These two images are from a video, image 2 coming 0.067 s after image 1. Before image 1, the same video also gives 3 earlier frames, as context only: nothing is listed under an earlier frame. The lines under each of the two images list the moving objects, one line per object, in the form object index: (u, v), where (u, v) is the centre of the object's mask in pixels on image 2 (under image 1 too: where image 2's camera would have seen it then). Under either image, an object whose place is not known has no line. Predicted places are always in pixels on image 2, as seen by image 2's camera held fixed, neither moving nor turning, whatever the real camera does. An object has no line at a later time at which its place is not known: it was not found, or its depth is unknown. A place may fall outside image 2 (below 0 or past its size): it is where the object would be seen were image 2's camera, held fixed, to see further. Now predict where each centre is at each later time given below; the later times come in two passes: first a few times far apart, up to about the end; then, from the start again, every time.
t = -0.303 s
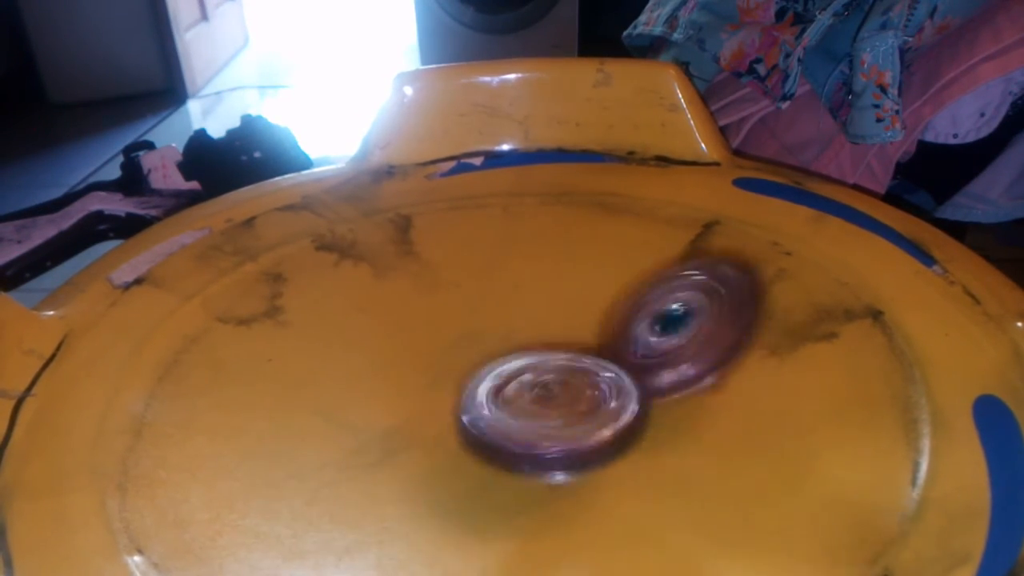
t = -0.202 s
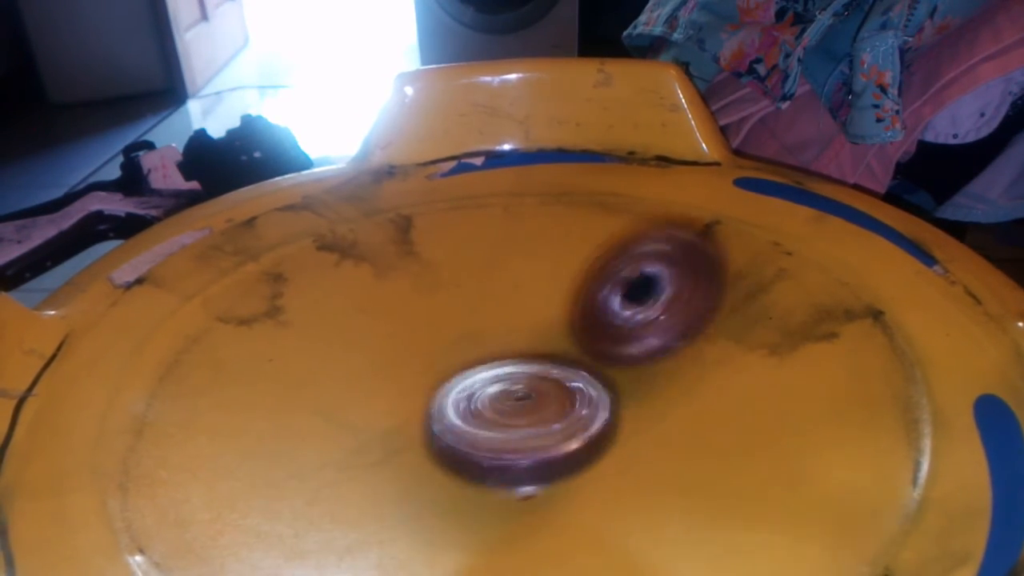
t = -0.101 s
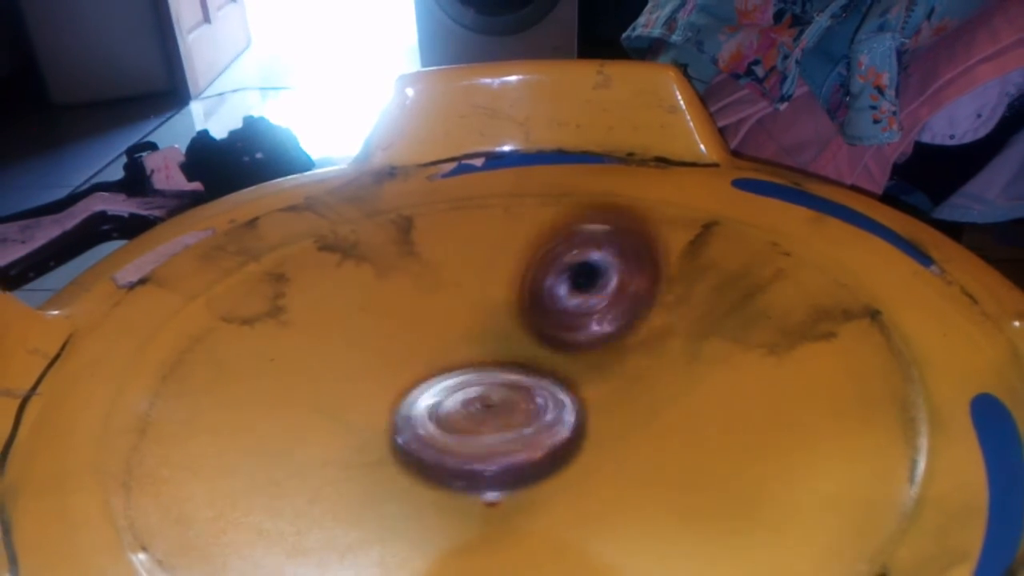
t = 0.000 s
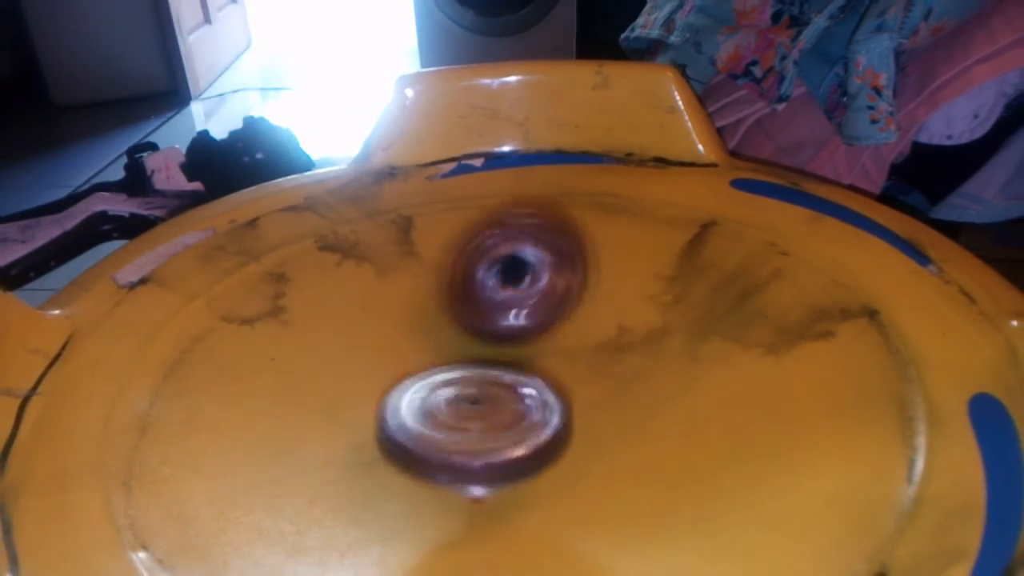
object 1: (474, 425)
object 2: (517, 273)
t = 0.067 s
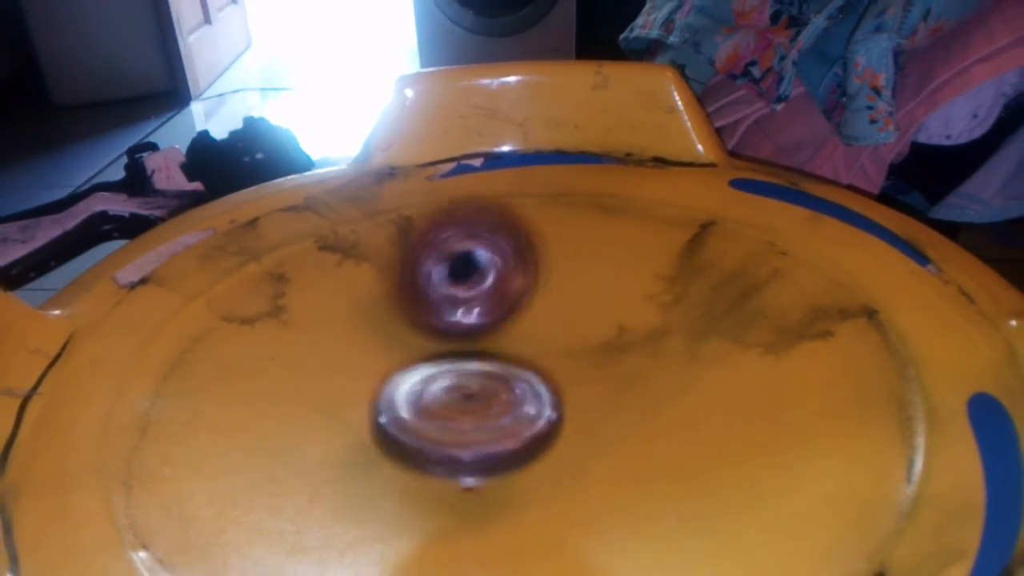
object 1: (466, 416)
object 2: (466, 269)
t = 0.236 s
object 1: (436, 384)
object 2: (367, 270)
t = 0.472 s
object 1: (469, 374)
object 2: (325, 300)
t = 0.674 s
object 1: (555, 330)
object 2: (388, 377)
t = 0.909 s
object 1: (524, 281)
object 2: (598, 432)
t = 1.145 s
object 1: (476, 337)
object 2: (706, 392)
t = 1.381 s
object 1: (491, 385)
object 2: (685, 332)
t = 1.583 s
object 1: (475, 412)
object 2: (547, 304)
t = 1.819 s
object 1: (500, 376)
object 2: (376, 288)
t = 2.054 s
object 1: (535, 337)
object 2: (340, 313)
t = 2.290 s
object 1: (581, 299)
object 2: (456, 374)
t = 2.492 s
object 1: (533, 277)
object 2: (612, 391)
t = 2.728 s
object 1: (481, 339)
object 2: (643, 344)
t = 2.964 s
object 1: (477, 409)
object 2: (577, 309)
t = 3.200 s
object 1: (555, 409)
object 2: (455, 319)
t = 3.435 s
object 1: (647, 367)
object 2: (358, 332)
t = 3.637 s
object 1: (613, 322)
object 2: (440, 357)
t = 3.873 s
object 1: (582, 270)
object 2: (432, 355)
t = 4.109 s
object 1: (512, 283)
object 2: (435, 372)
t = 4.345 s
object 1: (526, 292)
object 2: (478, 405)
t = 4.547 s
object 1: (547, 270)
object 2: (520, 416)
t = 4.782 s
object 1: (521, 277)
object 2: (486, 398)
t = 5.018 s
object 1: (522, 318)
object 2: (480, 427)
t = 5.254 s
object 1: (580, 289)
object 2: (465, 468)
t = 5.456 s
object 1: (572, 293)
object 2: (469, 434)
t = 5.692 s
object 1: (543, 317)
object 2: (428, 386)
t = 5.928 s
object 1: (550, 305)
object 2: (405, 386)
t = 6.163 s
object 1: (547, 308)
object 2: (470, 393)
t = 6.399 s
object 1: (597, 338)
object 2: (485, 382)
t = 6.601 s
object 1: (652, 359)
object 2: (465, 414)
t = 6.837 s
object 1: (634, 352)
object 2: (487, 404)
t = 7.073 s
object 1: (612, 361)
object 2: (498, 369)
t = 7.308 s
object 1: (615, 363)
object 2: (511, 351)
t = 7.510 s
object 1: (615, 366)
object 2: (505, 353)
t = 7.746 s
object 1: (615, 367)
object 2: (507, 352)
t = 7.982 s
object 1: (615, 366)
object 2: (507, 353)
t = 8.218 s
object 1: (614, 367)
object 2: (507, 352)
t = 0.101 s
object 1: (463, 411)
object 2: (441, 268)
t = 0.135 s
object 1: (456, 404)
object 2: (420, 267)
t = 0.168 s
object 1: (450, 397)
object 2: (401, 269)
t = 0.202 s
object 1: (443, 390)
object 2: (383, 270)
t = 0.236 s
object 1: (436, 384)
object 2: (367, 270)
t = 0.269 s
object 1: (429, 380)
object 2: (354, 271)
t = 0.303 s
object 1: (424, 374)
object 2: (344, 274)
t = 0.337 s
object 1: (422, 370)
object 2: (336, 277)
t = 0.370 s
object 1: (427, 371)
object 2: (330, 281)
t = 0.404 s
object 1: (434, 371)
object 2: (323, 287)
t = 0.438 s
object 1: (450, 373)
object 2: (323, 293)
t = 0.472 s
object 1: (469, 374)
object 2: (325, 300)
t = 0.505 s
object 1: (488, 371)
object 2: (328, 309)
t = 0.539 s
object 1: (507, 365)
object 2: (332, 324)
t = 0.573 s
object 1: (523, 358)
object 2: (340, 335)
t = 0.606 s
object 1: (536, 348)
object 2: (351, 349)
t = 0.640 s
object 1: (547, 340)
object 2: (367, 363)
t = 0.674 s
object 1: (555, 330)
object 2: (388, 377)
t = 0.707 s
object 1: (559, 321)
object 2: (410, 389)
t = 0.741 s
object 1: (560, 312)
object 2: (440, 402)
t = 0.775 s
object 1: (559, 304)
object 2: (472, 414)
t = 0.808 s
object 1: (554, 295)
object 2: (502, 421)
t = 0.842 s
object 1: (546, 289)
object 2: (533, 426)
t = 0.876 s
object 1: (535, 284)
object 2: (566, 430)
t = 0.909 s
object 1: (524, 281)
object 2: (598, 432)
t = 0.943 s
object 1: (510, 282)
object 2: (626, 431)
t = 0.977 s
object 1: (498, 286)
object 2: (651, 428)
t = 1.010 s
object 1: (485, 292)
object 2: (670, 423)
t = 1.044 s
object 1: (478, 302)
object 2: (686, 416)
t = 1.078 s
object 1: (473, 314)
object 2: (695, 411)
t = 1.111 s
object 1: (472, 326)
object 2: (703, 402)
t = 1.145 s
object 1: (476, 337)
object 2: (706, 392)
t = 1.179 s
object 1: (485, 348)
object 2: (704, 383)
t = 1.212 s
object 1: (497, 357)
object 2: (700, 373)
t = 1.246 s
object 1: (511, 365)
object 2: (693, 364)
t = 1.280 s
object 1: (523, 370)
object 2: (687, 356)
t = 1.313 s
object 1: (514, 374)
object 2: (693, 344)
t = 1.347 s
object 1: (501, 380)
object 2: (694, 337)
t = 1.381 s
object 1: (491, 385)
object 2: (685, 332)
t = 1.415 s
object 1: (482, 391)
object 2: (671, 330)
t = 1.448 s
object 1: (474, 398)
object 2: (653, 326)
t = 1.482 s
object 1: (469, 403)
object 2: (631, 322)
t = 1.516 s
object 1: (469, 407)
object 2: (606, 318)
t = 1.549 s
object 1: (471, 410)
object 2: (578, 311)
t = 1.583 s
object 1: (475, 412)
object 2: (547, 304)
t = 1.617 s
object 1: (480, 411)
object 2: (519, 299)
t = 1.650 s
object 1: (487, 409)
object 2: (487, 298)
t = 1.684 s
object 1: (491, 402)
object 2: (456, 292)
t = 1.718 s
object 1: (496, 397)
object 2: (432, 291)
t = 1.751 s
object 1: (498, 391)
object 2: (409, 288)
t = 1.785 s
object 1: (498, 384)
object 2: (390, 287)
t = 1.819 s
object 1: (500, 376)
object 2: (376, 288)
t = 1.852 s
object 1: (498, 369)
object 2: (367, 289)
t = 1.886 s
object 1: (494, 358)
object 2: (360, 290)
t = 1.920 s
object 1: (492, 352)
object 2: (355, 292)
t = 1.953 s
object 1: (493, 346)
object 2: (348, 297)
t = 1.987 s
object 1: (504, 343)
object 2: (343, 299)
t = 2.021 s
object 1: (521, 341)
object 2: (338, 303)
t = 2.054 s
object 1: (535, 337)
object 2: (340, 313)
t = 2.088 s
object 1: (549, 334)
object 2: (345, 324)
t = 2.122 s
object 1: (563, 328)
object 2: (354, 332)
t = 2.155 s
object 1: (572, 322)
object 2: (369, 342)
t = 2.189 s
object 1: (581, 316)
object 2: (386, 352)
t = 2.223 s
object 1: (584, 310)
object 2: (407, 360)
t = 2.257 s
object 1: (583, 304)
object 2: (429, 368)
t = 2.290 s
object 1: (581, 299)
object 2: (456, 374)
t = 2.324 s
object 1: (578, 295)
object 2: (484, 385)
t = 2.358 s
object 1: (573, 288)
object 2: (513, 392)
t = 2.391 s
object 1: (565, 282)
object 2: (538, 395)
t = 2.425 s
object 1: (555, 278)
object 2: (566, 396)
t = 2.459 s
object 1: (544, 276)
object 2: (589, 397)
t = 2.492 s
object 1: (533, 277)
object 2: (612, 391)
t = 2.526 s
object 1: (519, 282)
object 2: (627, 387)
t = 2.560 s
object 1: (509, 288)
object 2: (637, 382)
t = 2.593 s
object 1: (501, 296)
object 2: (643, 375)
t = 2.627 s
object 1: (492, 306)
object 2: (646, 366)
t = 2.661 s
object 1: (487, 317)
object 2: (647, 358)
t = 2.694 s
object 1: (483, 326)
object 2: (647, 350)
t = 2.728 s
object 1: (481, 339)
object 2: (643, 344)
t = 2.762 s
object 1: (481, 349)
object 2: (641, 337)
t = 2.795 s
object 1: (478, 360)
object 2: (637, 330)
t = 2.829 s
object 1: (475, 370)
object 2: (630, 325)
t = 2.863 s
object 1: (473, 379)
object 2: (620, 318)
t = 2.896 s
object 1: (472, 390)
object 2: (608, 315)
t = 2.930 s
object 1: (474, 400)
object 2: (593, 311)
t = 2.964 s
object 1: (477, 409)
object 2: (577, 309)
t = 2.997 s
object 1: (485, 418)
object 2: (560, 307)
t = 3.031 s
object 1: (494, 425)
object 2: (542, 305)
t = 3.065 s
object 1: (509, 429)
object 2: (525, 306)
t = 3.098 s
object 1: (524, 429)
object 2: (506, 308)
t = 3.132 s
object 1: (539, 424)
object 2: (485, 312)
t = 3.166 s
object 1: (549, 418)
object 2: (469, 316)
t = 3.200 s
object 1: (555, 409)
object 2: (455, 319)
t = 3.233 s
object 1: (559, 397)
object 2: (444, 324)
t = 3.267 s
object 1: (565, 390)
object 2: (428, 332)
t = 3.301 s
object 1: (595, 392)
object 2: (409, 331)
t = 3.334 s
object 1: (616, 387)
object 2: (387, 327)
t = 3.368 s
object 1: (629, 382)
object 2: (370, 327)
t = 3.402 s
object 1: (642, 374)
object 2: (360, 330)
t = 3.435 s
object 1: (647, 367)
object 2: (358, 332)
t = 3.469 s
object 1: (653, 358)
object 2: (367, 338)
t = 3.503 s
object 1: (652, 350)
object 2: (377, 344)
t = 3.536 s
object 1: (649, 342)
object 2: (389, 347)
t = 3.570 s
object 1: (639, 335)
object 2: (401, 351)
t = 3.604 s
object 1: (629, 329)
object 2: (421, 355)
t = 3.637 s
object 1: (613, 322)
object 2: (440, 357)
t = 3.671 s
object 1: (616, 312)
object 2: (437, 357)
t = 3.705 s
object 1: (627, 298)
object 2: (424, 359)
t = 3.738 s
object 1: (629, 288)
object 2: (415, 361)
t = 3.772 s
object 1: (627, 281)
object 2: (419, 359)
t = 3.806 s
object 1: (618, 276)
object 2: (424, 358)
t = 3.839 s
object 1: (596, 270)
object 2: (431, 355)
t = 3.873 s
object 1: (582, 270)
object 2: (432, 355)
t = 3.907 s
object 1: (563, 272)
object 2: (431, 354)
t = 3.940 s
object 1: (550, 274)
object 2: (430, 353)
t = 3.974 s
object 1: (537, 275)
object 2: (427, 355)
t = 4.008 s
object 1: (531, 276)
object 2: (425, 358)
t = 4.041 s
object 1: (524, 278)
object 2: (426, 359)
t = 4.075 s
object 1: (518, 282)
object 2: (427, 366)
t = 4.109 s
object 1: (512, 283)
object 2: (435, 372)
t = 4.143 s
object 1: (511, 285)
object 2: (437, 378)
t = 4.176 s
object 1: (512, 284)
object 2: (440, 384)
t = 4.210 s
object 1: (515, 285)
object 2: (444, 392)
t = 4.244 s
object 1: (516, 286)
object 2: (449, 397)
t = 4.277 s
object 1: (519, 287)
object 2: (457, 401)
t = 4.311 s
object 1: (521, 289)
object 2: (467, 404)
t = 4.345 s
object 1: (526, 292)
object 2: (478, 405)
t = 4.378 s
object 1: (528, 296)
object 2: (489, 404)
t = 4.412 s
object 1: (534, 298)
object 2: (499, 405)
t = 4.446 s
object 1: (540, 290)
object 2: (506, 420)
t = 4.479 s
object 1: (545, 282)
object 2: (513, 412)
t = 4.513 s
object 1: (546, 274)
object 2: (520, 419)
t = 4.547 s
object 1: (547, 270)
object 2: (520, 416)
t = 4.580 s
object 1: (544, 266)
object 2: (526, 406)
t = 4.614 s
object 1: (541, 263)
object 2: (525, 399)
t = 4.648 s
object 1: (534, 262)
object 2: (515, 397)
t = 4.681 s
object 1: (530, 264)
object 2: (504, 405)
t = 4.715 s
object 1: (526, 267)
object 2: (499, 404)
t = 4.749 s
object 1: (524, 271)
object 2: (494, 400)
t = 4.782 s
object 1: (521, 277)
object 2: (486, 398)
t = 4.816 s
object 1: (521, 283)
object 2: (481, 394)
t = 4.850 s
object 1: (523, 288)
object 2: (478, 393)
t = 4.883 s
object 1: (523, 294)
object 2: (480, 403)
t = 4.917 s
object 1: (521, 300)
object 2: (480, 412)
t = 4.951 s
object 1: (519, 306)
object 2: (479, 420)
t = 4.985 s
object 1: (520, 313)
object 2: (478, 424)
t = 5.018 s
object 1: (522, 318)
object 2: (480, 427)
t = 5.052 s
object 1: (525, 324)
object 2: (486, 429)
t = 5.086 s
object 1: (527, 329)
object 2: (491, 428)
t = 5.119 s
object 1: (531, 328)
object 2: (493, 437)
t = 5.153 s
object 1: (547, 318)
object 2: (486, 449)
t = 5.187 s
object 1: (560, 304)
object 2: (482, 467)
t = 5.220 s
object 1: (571, 292)
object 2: (470, 469)
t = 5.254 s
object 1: (580, 289)
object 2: (465, 468)
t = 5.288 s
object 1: (583, 286)
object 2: (468, 464)
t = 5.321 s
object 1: (586, 284)
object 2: (471, 456)
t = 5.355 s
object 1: (585, 287)
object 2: (472, 452)
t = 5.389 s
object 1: (579, 287)
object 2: (475, 444)
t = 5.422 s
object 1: (578, 289)
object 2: (476, 437)
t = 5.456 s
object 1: (572, 293)
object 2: (469, 434)
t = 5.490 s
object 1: (570, 297)
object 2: (464, 433)
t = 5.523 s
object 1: (567, 302)
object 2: (454, 429)
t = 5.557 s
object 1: (564, 308)
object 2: (446, 418)
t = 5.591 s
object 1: (561, 311)
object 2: (442, 409)
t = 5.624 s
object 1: (554, 313)
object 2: (438, 401)
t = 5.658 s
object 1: (546, 314)
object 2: (435, 391)
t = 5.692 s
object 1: (543, 317)
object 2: (428, 386)
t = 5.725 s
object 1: (538, 318)
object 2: (422, 380)
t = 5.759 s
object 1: (535, 319)
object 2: (422, 374)
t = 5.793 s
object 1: (535, 319)
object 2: (415, 373)
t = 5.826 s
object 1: (540, 314)
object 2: (410, 377)
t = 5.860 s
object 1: (547, 311)
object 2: (406, 383)
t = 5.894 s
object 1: (549, 307)
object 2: (405, 383)
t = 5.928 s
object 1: (550, 305)
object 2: (405, 386)
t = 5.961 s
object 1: (551, 305)
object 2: (406, 394)
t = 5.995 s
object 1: (552, 306)
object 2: (414, 387)
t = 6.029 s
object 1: (554, 309)
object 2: (423, 394)
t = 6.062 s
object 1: (550, 307)
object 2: (427, 394)
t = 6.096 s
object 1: (548, 308)
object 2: (444, 395)
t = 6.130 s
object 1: (545, 306)
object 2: (460, 397)
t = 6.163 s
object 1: (547, 308)
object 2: (470, 393)
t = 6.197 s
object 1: (553, 307)
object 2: (467, 393)
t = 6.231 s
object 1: (563, 310)
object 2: (470, 389)
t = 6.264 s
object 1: (574, 309)
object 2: (475, 383)
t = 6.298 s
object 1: (578, 316)
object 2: (480, 378)
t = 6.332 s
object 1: (586, 320)
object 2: (484, 374)
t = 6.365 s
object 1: (590, 331)
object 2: (484, 375)
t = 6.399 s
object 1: (597, 338)
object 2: (485, 382)
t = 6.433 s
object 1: (606, 346)
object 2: (479, 388)
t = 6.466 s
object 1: (612, 354)
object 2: (475, 398)
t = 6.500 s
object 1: (624, 355)
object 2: (472, 402)
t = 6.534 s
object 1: (635, 358)
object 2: (469, 407)
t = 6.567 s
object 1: (644, 359)
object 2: (467, 411)
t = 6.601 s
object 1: (652, 359)
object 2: (465, 414)
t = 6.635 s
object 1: (658, 358)
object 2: (465, 418)
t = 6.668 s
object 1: (661, 359)
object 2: (467, 420)
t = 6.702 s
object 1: (660, 360)
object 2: (474, 414)
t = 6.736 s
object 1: (655, 359)
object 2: (475, 410)
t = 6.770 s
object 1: (649, 356)
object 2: (481, 408)
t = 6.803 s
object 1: (641, 354)
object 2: (483, 404)
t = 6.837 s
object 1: (634, 352)
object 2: (487, 404)
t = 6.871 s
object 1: (627, 350)
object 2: (495, 401)
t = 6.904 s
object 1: (621, 350)
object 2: (499, 398)
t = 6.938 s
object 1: (618, 351)
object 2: (502, 391)
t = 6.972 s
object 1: (615, 353)
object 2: (502, 383)
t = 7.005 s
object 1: (613, 357)
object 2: (495, 375)
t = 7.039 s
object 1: (612, 359)
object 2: (494, 370)
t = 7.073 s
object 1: (612, 361)
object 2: (498, 369)
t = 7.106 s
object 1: (612, 364)
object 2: (496, 361)
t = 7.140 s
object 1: (613, 366)
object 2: (497, 357)
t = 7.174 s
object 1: (613, 366)
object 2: (500, 355)
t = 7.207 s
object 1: (613, 365)
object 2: (502, 354)
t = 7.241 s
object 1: (614, 366)
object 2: (505, 352)
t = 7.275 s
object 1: (614, 365)
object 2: (509, 350)
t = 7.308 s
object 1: (615, 363)
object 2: (511, 351)
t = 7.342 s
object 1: (616, 362)
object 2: (512, 351)
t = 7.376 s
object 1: (618, 362)
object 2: (512, 351)
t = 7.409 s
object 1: (618, 362)
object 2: (511, 352)
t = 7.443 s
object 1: (616, 363)
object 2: (510, 351)
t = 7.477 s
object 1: (616, 365)
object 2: (506, 351)
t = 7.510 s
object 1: (615, 366)
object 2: (505, 353)
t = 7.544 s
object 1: (613, 368)
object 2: (504, 353)
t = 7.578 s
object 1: (613, 369)
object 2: (506, 353)
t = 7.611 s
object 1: (613, 369)
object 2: (507, 352)
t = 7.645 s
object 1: (613, 369)
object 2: (506, 352)
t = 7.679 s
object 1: (614, 369)
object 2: (507, 353)
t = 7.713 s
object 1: (614, 367)
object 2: (507, 352)
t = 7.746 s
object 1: (615, 367)
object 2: (507, 352)
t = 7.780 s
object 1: (615, 366)
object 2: (507, 352)
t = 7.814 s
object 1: (616, 366)
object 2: (506, 352)
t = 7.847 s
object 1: (616, 365)
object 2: (506, 351)
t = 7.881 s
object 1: (616, 365)
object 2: (507, 353)
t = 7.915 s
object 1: (616, 366)
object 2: (506, 351)
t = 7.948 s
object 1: (616, 366)
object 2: (507, 353)
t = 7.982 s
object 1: (615, 366)
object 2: (507, 353)
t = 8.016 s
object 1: (614, 367)
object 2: (507, 353)
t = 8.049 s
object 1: (613, 368)
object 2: (505, 351)
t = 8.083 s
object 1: (613, 369)
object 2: (506, 352)
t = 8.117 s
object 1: (613, 369)
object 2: (507, 353)
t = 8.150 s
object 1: (613, 369)
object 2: (507, 353)
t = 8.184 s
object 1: (614, 368)
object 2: (507, 353)
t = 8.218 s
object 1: (614, 367)
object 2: (507, 352)
